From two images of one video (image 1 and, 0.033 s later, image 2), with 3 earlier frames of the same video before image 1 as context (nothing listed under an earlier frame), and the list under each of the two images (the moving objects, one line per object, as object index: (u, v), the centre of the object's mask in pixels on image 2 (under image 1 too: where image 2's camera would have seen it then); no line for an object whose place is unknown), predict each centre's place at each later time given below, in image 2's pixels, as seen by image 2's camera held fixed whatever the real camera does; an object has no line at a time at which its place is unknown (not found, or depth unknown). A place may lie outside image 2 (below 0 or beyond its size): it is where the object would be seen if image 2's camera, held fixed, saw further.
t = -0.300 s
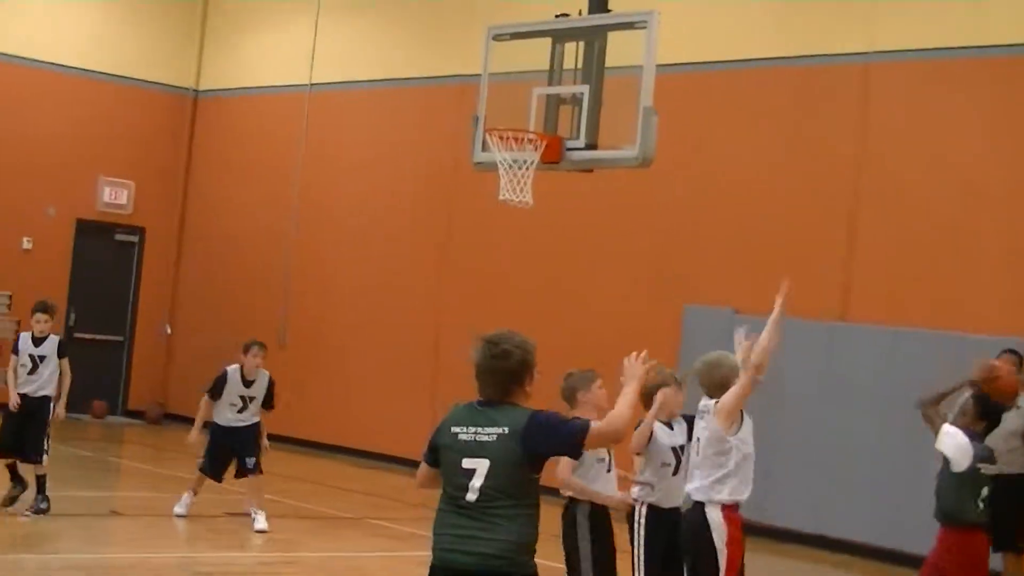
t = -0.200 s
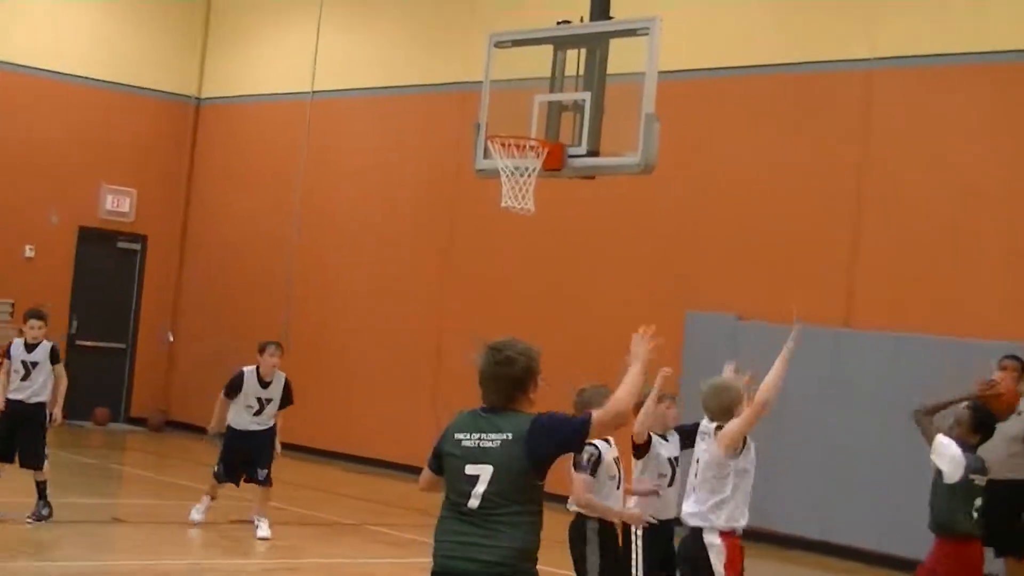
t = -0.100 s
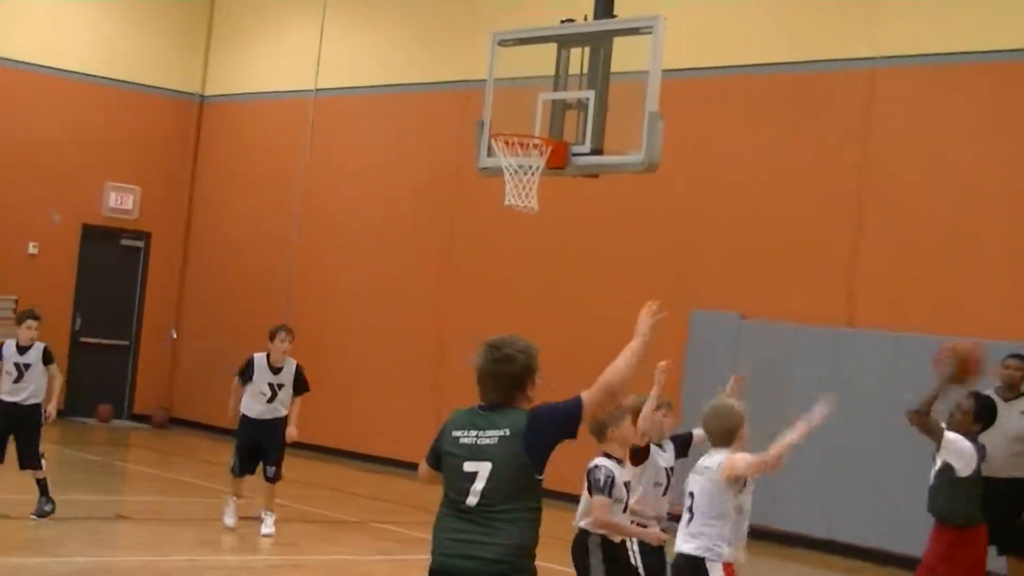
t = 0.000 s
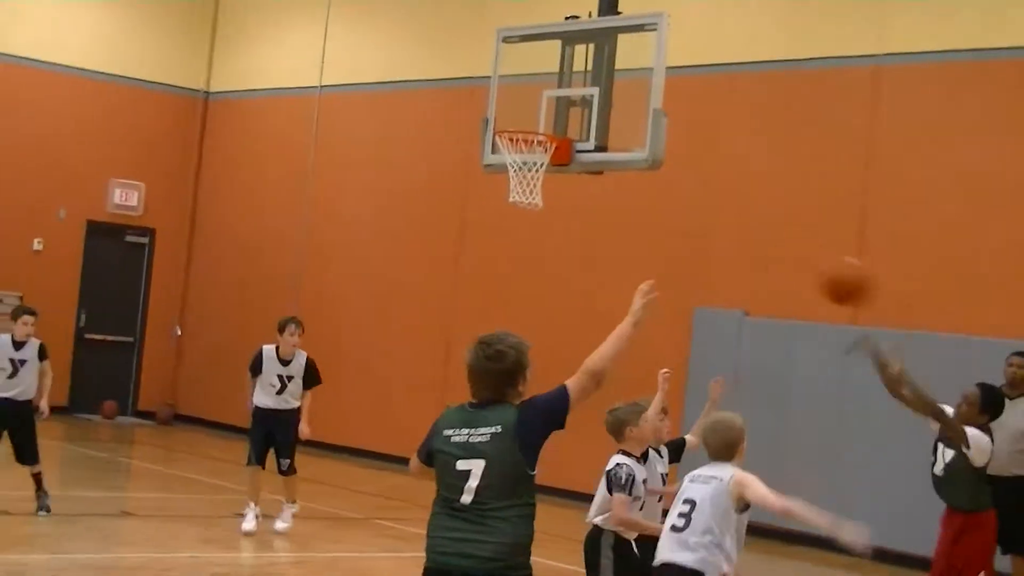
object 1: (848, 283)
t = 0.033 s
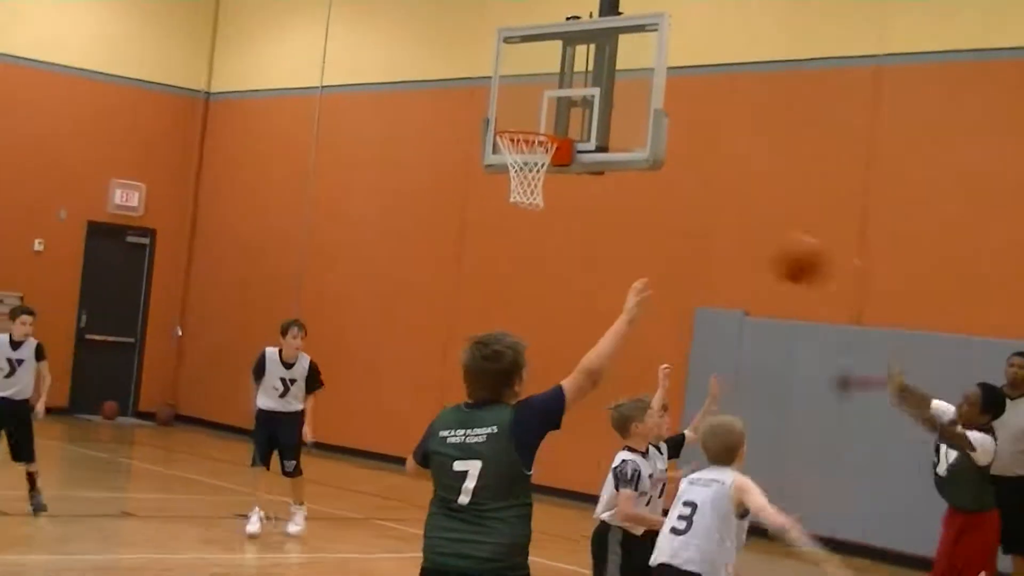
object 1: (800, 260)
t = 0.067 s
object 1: (752, 241)
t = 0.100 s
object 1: (701, 222)
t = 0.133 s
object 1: (649, 209)
